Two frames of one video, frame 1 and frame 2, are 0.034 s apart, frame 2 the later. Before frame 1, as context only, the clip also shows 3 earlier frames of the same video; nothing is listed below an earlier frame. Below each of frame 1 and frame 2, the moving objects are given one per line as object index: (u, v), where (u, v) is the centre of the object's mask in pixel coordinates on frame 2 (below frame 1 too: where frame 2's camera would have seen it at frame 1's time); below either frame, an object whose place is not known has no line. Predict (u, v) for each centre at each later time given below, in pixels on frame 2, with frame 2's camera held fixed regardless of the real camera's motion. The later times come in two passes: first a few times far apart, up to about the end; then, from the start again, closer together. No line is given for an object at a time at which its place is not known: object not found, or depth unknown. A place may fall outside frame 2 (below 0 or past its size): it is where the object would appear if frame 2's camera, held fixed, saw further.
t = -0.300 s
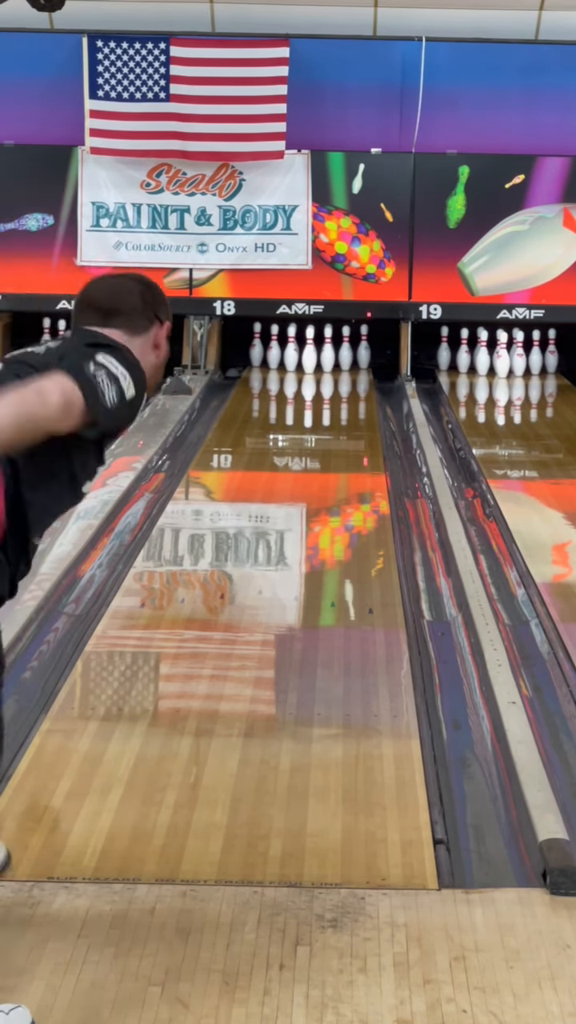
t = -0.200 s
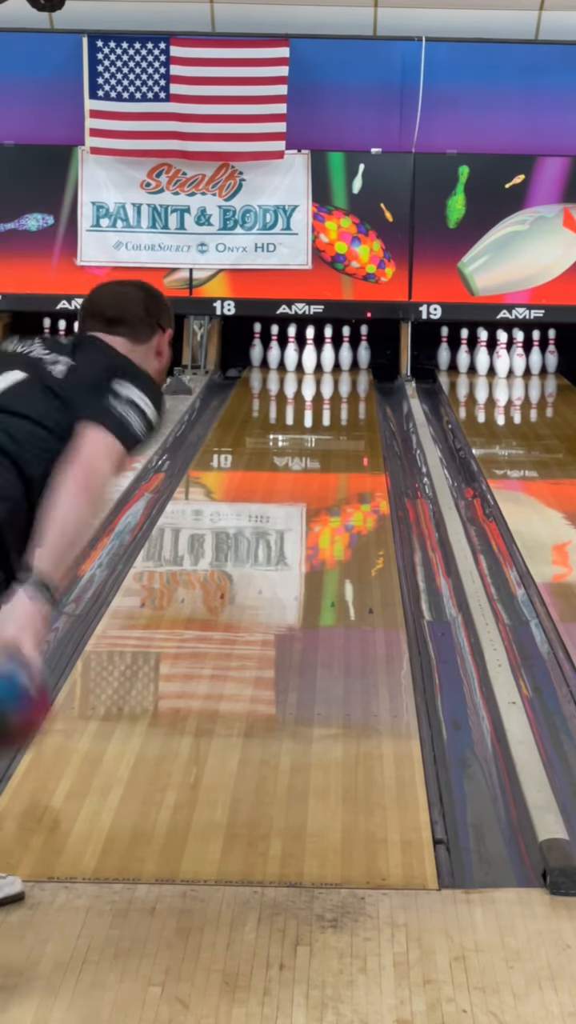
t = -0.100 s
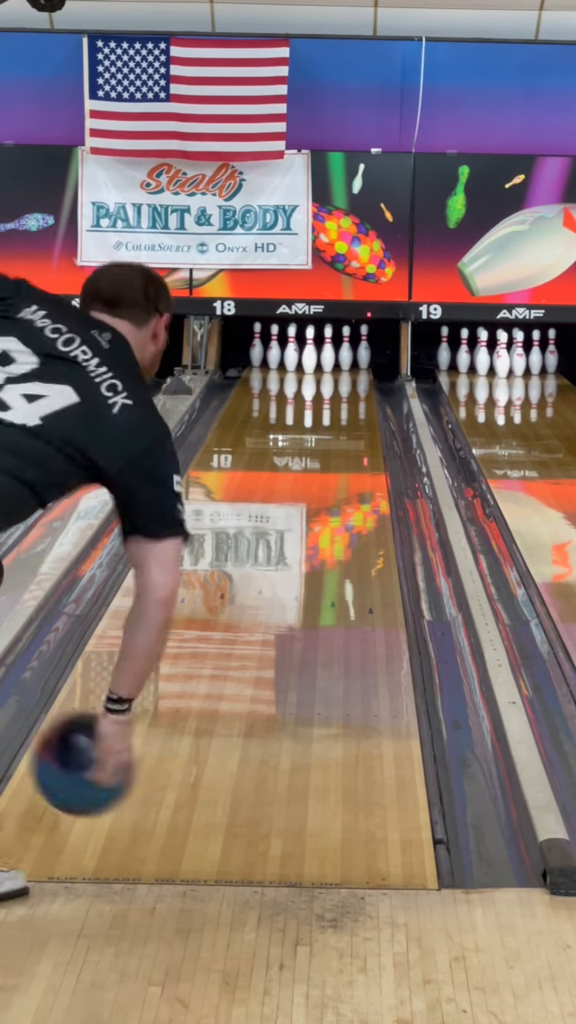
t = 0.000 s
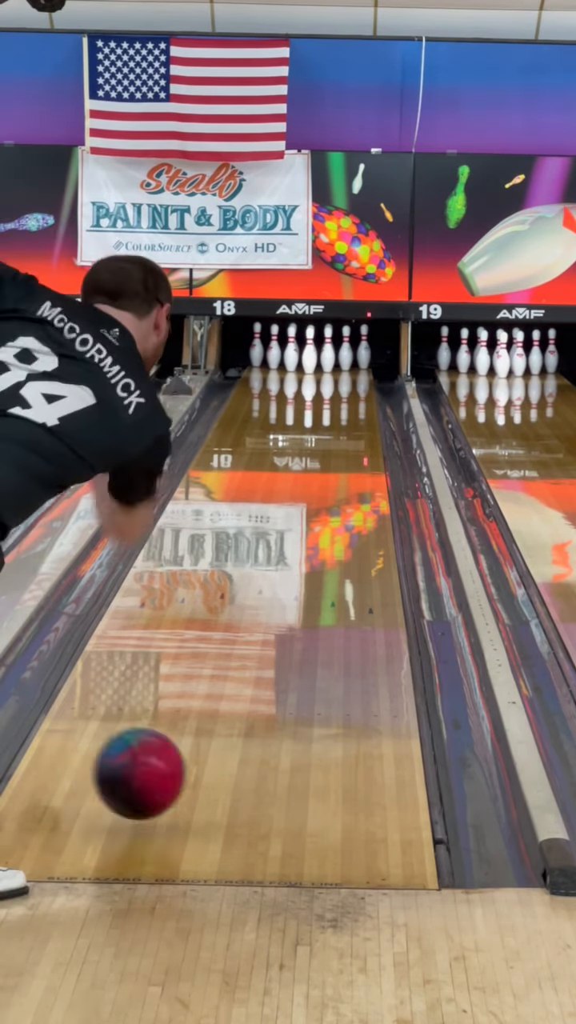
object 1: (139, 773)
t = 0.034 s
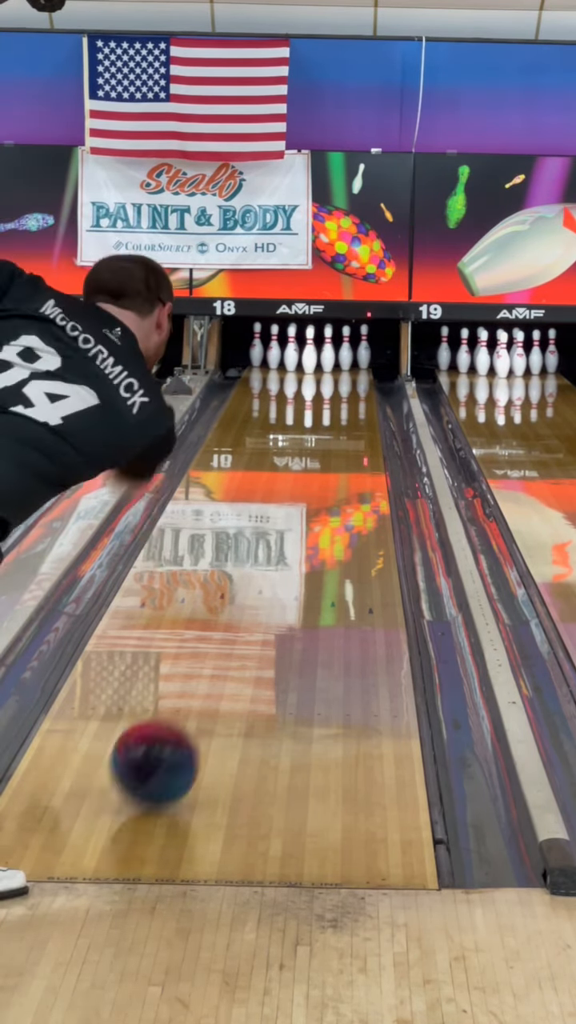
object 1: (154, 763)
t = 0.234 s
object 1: (225, 662)
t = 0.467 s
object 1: (279, 581)
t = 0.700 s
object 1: (316, 525)
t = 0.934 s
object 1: (341, 483)
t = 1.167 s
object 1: (358, 451)
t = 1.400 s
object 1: (367, 425)
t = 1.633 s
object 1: (369, 405)
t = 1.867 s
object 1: (361, 388)
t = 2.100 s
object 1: (346, 374)
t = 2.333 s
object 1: (327, 362)
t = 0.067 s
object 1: (169, 741)
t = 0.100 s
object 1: (181, 725)
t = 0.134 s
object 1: (194, 708)
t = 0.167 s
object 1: (204, 692)
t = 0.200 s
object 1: (215, 677)
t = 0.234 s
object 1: (225, 662)
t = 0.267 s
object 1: (234, 648)
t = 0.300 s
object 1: (243, 635)
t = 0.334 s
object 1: (251, 622)
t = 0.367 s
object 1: (259, 611)
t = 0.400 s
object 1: (266, 601)
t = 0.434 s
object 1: (273, 591)
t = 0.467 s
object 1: (279, 581)
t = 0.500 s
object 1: (286, 572)
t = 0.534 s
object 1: (291, 563)
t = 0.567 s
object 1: (297, 555)
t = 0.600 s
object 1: (302, 547)
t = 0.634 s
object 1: (307, 539)
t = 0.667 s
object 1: (312, 532)
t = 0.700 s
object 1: (316, 525)
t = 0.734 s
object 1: (320, 518)
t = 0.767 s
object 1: (324, 511)
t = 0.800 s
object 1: (328, 505)
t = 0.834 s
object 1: (332, 499)
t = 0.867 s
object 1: (335, 494)
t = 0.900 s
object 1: (339, 488)
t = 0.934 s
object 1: (341, 483)
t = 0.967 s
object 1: (344, 478)
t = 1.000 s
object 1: (347, 473)
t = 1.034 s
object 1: (350, 468)
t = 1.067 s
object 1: (352, 464)
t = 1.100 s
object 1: (354, 459)
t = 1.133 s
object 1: (356, 455)
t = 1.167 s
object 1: (358, 451)
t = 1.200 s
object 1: (360, 447)
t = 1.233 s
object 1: (361, 443)
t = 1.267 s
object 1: (363, 440)
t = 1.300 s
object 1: (364, 436)
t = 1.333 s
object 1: (365, 433)
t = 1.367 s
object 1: (366, 429)
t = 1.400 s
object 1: (367, 425)
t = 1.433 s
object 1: (367, 423)
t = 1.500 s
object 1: (368, 416)
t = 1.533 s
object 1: (369, 413)
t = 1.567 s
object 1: (368, 410)
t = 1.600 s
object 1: (369, 408)
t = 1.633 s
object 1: (369, 405)
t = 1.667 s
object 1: (369, 402)
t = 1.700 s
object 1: (367, 400)
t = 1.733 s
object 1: (367, 398)
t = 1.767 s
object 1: (366, 395)
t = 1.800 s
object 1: (365, 392)
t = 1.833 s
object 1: (364, 390)
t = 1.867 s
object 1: (361, 388)
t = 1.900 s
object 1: (360, 386)
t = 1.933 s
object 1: (357, 384)
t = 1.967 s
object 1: (356, 382)
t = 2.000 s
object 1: (354, 380)
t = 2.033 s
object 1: (352, 378)
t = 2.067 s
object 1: (349, 376)
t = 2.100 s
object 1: (346, 374)
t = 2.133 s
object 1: (345, 372)
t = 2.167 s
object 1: (342, 371)
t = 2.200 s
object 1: (339, 369)
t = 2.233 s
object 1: (336, 367)
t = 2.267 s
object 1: (332, 365)
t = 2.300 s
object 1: (330, 363)
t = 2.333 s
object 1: (327, 362)
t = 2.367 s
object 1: (328, 360)
